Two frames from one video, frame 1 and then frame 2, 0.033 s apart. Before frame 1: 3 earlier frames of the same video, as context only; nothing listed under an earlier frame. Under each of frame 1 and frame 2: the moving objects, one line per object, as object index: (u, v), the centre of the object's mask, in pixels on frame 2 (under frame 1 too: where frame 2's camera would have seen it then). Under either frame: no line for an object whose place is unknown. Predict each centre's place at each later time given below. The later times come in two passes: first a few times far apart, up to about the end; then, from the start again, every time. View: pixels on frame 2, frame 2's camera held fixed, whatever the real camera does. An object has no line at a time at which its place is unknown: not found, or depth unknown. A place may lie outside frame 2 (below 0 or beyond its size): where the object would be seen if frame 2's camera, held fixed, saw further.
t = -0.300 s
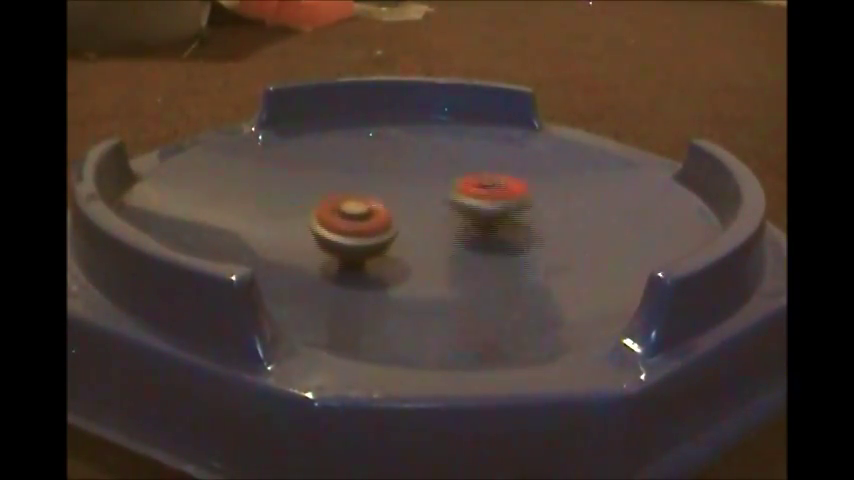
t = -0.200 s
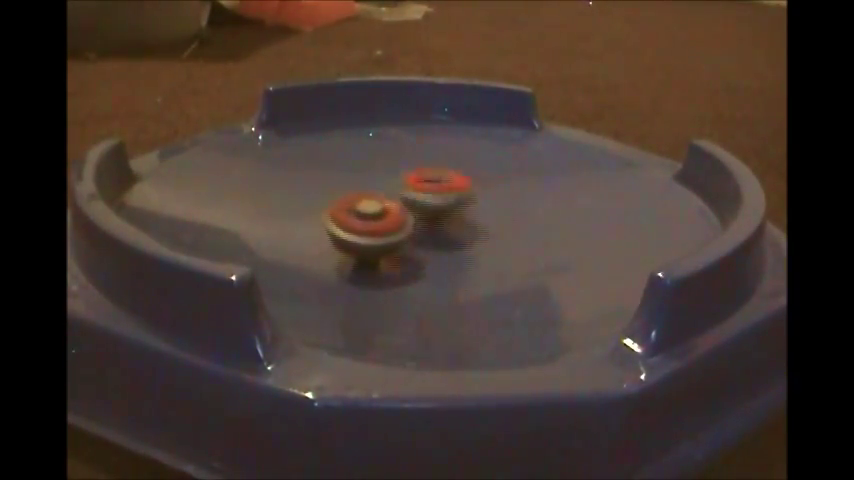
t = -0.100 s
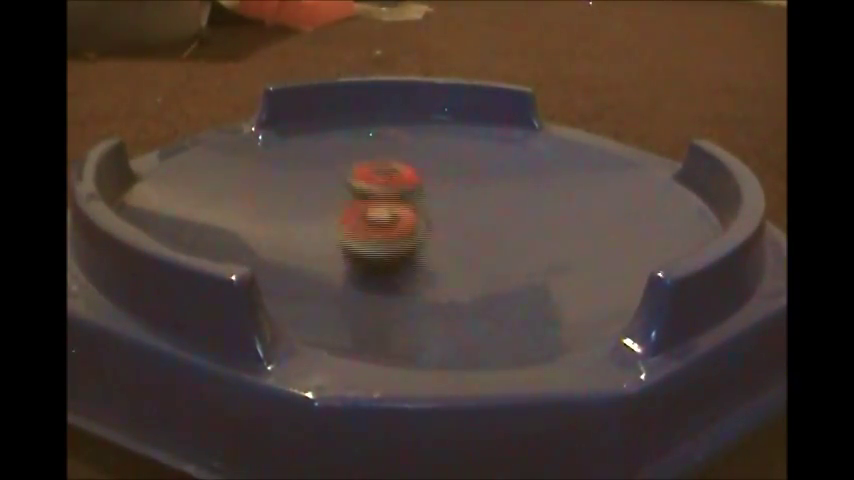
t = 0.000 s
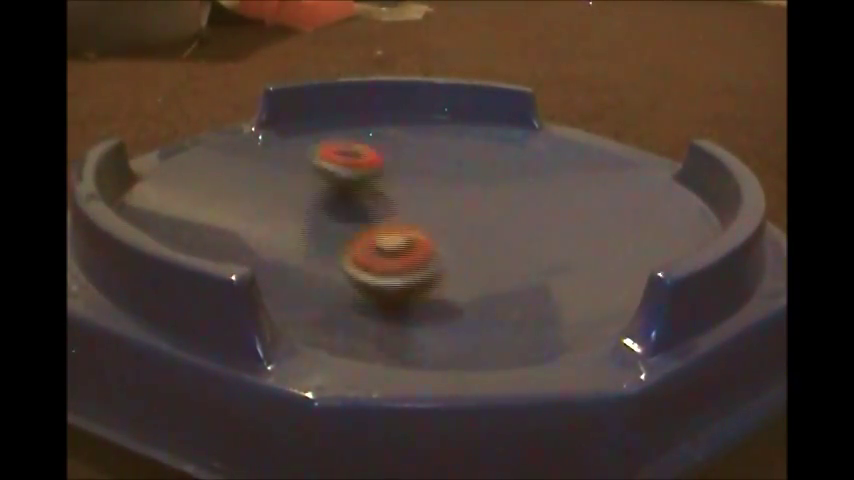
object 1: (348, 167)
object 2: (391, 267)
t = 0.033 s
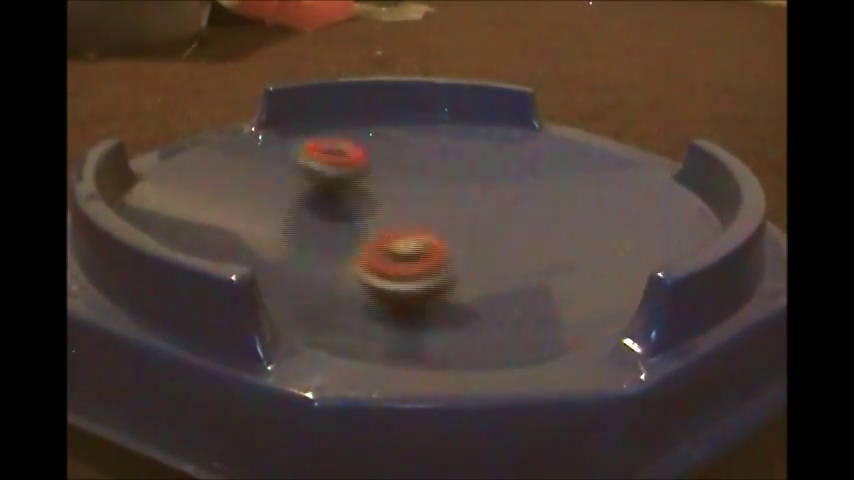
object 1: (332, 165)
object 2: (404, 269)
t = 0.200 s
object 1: (258, 174)
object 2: (505, 276)
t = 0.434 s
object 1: (310, 233)
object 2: (579, 249)
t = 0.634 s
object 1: (448, 241)
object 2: (586, 231)
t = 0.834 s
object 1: (493, 213)
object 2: (644, 209)
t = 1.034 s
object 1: (525, 180)
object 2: (626, 192)
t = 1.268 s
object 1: (461, 170)
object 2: (574, 192)
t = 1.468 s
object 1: (446, 209)
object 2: (527, 196)
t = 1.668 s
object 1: (493, 250)
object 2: (475, 198)
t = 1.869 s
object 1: (590, 242)
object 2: (432, 205)
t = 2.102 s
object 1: (546, 216)
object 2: (387, 204)
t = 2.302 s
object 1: (440, 223)
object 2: (357, 203)
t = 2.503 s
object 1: (350, 245)
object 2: (325, 188)
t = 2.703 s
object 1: (341, 266)
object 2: (315, 186)
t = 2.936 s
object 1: (442, 264)
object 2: (319, 185)
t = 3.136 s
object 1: (431, 221)
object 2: (338, 188)
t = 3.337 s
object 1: (439, 192)
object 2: (345, 186)
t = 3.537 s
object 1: (420, 165)
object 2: (372, 196)
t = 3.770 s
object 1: (360, 178)
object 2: (400, 213)
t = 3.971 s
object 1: (363, 170)
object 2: (536, 276)
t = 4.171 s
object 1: (363, 185)
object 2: (653, 232)
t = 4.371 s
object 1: (445, 202)
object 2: (587, 222)
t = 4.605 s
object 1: (494, 191)
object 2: (581, 231)
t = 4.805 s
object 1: (480, 182)
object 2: (556, 231)
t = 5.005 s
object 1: (460, 199)
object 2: (518, 231)
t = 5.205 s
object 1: (435, 193)
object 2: (512, 253)
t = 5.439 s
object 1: (385, 185)
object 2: (494, 252)
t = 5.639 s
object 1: (367, 200)
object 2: (471, 245)
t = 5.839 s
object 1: (387, 214)
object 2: (466, 239)
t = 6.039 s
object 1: (407, 210)
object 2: (513, 242)
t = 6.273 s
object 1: (441, 201)
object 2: (523, 237)
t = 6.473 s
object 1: (464, 192)
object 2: (523, 235)
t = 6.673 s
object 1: (451, 187)
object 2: (519, 233)
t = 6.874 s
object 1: (448, 197)
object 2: (507, 232)
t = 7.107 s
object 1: (425, 186)
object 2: (534, 249)
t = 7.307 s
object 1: (397, 186)
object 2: (529, 248)
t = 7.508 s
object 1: (399, 200)
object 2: (514, 247)
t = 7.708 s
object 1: (425, 212)
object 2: (504, 244)
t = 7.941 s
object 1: (441, 206)
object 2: (518, 247)
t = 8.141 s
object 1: (435, 190)
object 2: (529, 246)
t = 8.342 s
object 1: (419, 183)
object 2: (526, 241)
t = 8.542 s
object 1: (412, 190)
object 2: (517, 237)
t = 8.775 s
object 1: (436, 203)
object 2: (508, 233)
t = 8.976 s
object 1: (440, 200)
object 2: (539, 240)
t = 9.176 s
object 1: (457, 204)
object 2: (541, 239)
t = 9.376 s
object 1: (471, 205)
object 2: (539, 239)
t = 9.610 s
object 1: (456, 191)
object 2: (537, 242)
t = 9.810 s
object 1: (437, 189)
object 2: (520, 239)
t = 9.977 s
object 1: (430, 195)
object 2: (499, 234)
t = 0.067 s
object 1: (316, 164)
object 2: (423, 277)
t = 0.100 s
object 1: (298, 164)
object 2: (445, 280)
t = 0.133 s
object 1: (282, 166)
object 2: (466, 277)
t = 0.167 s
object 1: (268, 170)
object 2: (486, 277)
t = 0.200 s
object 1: (258, 174)
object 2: (505, 276)
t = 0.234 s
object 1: (251, 179)
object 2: (521, 273)
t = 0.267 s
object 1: (249, 189)
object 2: (533, 268)
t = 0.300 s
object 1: (252, 197)
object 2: (547, 265)
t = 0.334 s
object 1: (260, 206)
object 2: (558, 261)
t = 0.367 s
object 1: (272, 215)
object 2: (567, 258)
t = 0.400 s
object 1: (291, 226)
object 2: (575, 253)
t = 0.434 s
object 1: (310, 233)
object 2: (579, 249)
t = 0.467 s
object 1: (334, 240)
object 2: (582, 246)
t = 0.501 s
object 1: (358, 244)
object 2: (585, 243)
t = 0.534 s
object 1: (383, 245)
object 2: (587, 240)
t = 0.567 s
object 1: (402, 242)
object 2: (588, 238)
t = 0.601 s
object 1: (424, 245)
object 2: (588, 234)
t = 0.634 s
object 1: (448, 241)
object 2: (586, 231)
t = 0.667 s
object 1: (467, 239)
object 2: (585, 229)
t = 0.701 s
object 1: (488, 235)
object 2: (584, 227)
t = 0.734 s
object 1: (494, 230)
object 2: (597, 220)
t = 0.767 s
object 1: (490, 224)
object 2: (619, 218)
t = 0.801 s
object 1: (489, 217)
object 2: (635, 215)
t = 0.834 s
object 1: (493, 213)
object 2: (644, 209)
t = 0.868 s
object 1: (500, 205)
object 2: (645, 204)
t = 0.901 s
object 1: (510, 200)
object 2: (644, 201)
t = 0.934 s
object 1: (518, 195)
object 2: (640, 198)
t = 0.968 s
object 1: (523, 189)
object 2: (636, 196)
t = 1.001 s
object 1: (525, 185)
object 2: (631, 194)
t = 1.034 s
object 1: (525, 180)
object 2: (626, 192)
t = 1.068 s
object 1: (522, 175)
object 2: (619, 192)
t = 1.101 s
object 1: (516, 171)
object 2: (611, 192)
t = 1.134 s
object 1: (508, 169)
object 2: (603, 192)
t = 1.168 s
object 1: (497, 164)
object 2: (596, 191)
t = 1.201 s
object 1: (486, 166)
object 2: (588, 191)
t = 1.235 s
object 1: (473, 166)
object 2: (581, 191)
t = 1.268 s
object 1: (461, 170)
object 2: (574, 192)
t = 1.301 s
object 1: (449, 178)
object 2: (566, 192)
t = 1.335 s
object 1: (441, 182)
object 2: (558, 193)
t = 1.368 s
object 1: (438, 189)
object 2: (551, 194)
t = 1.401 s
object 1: (438, 195)
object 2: (543, 194)
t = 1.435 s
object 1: (441, 200)
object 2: (534, 195)
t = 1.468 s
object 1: (446, 209)
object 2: (527, 196)
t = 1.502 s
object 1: (453, 220)
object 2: (520, 197)
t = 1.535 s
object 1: (458, 226)
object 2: (515, 196)
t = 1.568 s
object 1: (464, 234)
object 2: (507, 192)
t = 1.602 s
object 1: (473, 239)
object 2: (495, 192)
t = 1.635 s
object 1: (483, 245)
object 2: (485, 193)
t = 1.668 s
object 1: (493, 250)
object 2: (475, 198)
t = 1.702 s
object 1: (509, 252)
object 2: (467, 203)
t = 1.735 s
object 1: (525, 254)
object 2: (461, 207)
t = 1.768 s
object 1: (541, 255)
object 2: (455, 203)
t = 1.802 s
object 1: (561, 255)
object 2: (447, 205)
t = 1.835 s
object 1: (577, 250)
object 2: (440, 204)
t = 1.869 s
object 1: (590, 242)
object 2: (432, 205)
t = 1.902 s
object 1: (598, 237)
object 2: (424, 204)
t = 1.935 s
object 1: (600, 230)
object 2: (418, 205)
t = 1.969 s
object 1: (596, 224)
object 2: (411, 205)
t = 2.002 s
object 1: (587, 220)
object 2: (405, 205)
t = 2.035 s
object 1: (577, 217)
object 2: (399, 205)
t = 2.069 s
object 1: (562, 217)
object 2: (392, 204)
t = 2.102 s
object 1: (546, 216)
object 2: (387, 204)
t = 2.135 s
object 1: (528, 214)
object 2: (382, 204)
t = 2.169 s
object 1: (508, 216)
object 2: (376, 203)
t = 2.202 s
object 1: (491, 218)
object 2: (371, 203)
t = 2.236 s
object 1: (474, 218)
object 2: (366, 203)
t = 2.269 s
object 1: (456, 221)
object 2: (362, 202)
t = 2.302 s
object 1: (440, 223)
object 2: (357, 203)
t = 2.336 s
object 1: (422, 234)
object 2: (351, 201)
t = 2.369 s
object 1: (404, 231)
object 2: (345, 198)
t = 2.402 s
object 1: (392, 236)
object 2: (340, 195)
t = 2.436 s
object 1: (380, 238)
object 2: (334, 191)
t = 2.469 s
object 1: (363, 241)
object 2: (329, 189)
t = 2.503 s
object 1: (350, 245)
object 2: (325, 188)
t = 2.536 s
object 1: (338, 247)
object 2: (321, 186)
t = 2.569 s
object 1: (331, 251)
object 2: (319, 186)
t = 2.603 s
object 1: (327, 255)
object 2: (318, 186)
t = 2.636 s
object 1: (328, 259)
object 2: (317, 186)
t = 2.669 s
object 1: (332, 261)
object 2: (315, 187)
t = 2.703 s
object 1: (341, 266)
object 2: (315, 186)
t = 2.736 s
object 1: (352, 269)
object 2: (315, 185)
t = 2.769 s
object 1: (369, 271)
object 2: (315, 185)
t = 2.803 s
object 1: (385, 272)
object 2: (315, 185)
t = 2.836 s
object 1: (403, 274)
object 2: (316, 185)
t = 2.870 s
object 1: (419, 272)
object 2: (316, 185)
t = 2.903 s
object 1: (432, 268)
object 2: (317, 185)
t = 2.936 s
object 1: (442, 264)
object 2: (319, 185)
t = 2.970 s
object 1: (448, 259)
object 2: (321, 186)
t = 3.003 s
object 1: (448, 250)
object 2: (324, 186)
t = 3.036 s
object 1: (446, 242)
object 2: (326, 186)
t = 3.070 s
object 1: (441, 235)
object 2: (330, 187)
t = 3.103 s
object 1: (437, 227)
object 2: (334, 187)
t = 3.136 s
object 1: (431, 221)
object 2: (338, 188)
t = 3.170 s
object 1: (425, 213)
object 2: (342, 188)
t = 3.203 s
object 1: (423, 208)
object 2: (344, 189)
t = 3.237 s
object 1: (430, 204)
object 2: (341, 186)
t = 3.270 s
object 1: (435, 200)
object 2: (340, 185)
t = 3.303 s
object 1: (437, 196)
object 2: (342, 186)
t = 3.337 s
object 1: (439, 192)
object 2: (345, 186)
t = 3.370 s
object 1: (440, 187)
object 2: (349, 187)
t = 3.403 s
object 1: (439, 181)
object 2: (353, 188)
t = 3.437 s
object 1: (437, 179)
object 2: (357, 189)
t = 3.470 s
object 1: (433, 176)
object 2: (363, 191)
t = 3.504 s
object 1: (427, 171)
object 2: (369, 195)
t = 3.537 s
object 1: (420, 165)
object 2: (372, 196)
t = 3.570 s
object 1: (411, 161)
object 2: (375, 198)
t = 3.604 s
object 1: (402, 157)
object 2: (380, 201)
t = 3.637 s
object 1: (389, 157)
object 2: (383, 203)
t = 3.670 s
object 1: (379, 158)
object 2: (387, 206)
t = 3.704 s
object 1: (371, 163)
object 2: (391, 207)
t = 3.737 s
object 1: (363, 170)
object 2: (395, 210)
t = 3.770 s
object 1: (360, 178)
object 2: (400, 213)
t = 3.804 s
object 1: (361, 183)
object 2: (406, 218)
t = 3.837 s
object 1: (366, 186)
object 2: (411, 219)
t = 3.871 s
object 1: (370, 185)
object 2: (429, 234)
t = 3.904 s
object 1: (367, 176)
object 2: (460, 257)
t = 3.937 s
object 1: (365, 171)
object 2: (491, 269)
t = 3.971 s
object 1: (363, 170)
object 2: (536, 276)
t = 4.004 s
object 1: (359, 169)
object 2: (580, 271)
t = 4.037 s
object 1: (355, 170)
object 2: (623, 258)
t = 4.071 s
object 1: (353, 173)
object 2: (641, 243)
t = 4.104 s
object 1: (352, 178)
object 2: (651, 241)
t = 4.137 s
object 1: (356, 183)
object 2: (655, 235)
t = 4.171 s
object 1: (363, 185)
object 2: (653, 232)
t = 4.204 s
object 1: (375, 188)
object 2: (646, 228)
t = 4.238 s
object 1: (388, 193)
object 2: (635, 227)
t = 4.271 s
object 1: (401, 195)
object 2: (622, 225)
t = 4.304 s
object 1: (415, 198)
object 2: (609, 222)
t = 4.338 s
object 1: (429, 201)
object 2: (597, 222)
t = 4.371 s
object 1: (445, 202)
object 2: (587, 222)
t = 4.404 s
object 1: (460, 205)
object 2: (578, 221)
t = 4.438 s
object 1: (475, 206)
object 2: (569, 221)
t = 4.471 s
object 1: (487, 205)
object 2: (564, 222)
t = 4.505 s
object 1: (487, 199)
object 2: (578, 224)
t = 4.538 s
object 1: (488, 194)
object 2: (585, 227)
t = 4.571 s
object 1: (491, 193)
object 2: (585, 230)
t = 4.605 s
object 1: (494, 191)
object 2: (581, 231)
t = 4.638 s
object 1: (497, 189)
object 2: (576, 232)
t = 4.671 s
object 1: (498, 187)
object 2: (573, 232)
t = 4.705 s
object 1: (496, 185)
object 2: (569, 231)
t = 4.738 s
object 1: (491, 181)
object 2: (565, 231)
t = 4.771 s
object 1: (486, 180)
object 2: (561, 232)
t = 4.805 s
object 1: (480, 182)
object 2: (556, 231)
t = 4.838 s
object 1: (473, 183)
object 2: (550, 231)
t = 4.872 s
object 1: (468, 187)
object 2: (544, 231)
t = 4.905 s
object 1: (464, 192)
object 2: (537, 231)
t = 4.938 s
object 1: (462, 195)
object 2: (530, 231)
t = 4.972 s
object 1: (462, 198)
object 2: (522, 231)
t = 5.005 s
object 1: (460, 199)
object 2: (518, 231)
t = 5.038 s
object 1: (458, 200)
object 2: (515, 234)
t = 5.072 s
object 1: (457, 201)
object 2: (509, 237)
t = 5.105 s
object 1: (454, 201)
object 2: (507, 239)
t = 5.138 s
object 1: (447, 200)
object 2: (513, 245)
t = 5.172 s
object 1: (441, 194)
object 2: (514, 251)
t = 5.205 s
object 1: (435, 193)
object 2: (512, 253)
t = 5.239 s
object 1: (429, 191)
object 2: (509, 253)
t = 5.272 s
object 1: (422, 187)
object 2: (506, 253)
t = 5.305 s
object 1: (416, 187)
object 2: (504, 253)
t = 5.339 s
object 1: (407, 186)
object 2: (501, 252)
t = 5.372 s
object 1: (400, 185)
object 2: (500, 253)
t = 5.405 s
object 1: (392, 186)
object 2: (497, 252)
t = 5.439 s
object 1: (385, 185)
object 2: (494, 252)
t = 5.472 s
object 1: (378, 187)
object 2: (491, 251)
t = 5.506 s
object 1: (373, 189)
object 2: (488, 251)
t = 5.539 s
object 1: (369, 191)
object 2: (484, 250)
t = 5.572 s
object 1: (367, 194)
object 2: (479, 248)
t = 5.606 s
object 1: (366, 197)
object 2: (476, 247)
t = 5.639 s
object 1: (367, 200)
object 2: (471, 245)
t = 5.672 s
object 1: (370, 204)
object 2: (468, 243)
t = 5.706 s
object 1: (373, 207)
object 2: (464, 242)
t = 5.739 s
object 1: (378, 211)
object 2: (460, 239)
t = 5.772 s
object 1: (381, 212)
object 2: (461, 239)
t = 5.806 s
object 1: (384, 213)
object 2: (465, 239)
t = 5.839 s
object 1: (387, 214)
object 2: (466, 239)
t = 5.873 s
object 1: (389, 213)
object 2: (478, 241)
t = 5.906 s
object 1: (390, 212)
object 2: (491, 244)
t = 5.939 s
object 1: (392, 212)
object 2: (500, 245)
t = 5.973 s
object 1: (397, 211)
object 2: (506, 244)
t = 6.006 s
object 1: (402, 210)
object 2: (509, 243)
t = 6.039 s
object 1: (407, 210)
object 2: (513, 242)
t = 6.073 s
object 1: (412, 208)
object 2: (516, 242)
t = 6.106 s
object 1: (416, 207)
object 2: (518, 241)
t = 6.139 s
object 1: (422, 206)
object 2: (520, 240)
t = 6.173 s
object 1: (427, 205)
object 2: (521, 239)
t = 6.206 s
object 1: (431, 204)
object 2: (521, 239)
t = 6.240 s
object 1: (436, 203)
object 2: (523, 238)
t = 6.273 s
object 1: (441, 201)
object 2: (523, 237)
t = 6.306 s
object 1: (445, 200)
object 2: (523, 237)
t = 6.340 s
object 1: (450, 199)
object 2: (524, 237)
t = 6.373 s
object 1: (454, 198)
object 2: (524, 236)
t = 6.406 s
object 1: (458, 197)
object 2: (523, 236)
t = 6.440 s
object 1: (459, 197)
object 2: (523, 235)
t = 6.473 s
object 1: (464, 192)
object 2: (523, 235)
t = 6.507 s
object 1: (465, 191)
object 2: (523, 234)
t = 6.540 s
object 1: (464, 192)
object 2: (522, 235)
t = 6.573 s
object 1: (461, 190)
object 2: (522, 234)
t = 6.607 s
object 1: (459, 189)
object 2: (521, 233)
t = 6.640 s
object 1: (455, 189)
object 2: (520, 233)
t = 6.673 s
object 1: (451, 187)
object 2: (519, 233)
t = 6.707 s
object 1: (447, 187)
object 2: (518, 233)
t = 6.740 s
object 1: (444, 188)
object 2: (516, 233)
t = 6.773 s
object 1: (443, 190)
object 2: (514, 233)
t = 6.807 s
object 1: (444, 193)
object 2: (512, 233)
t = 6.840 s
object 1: (445, 195)
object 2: (510, 232)
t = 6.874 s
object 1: (448, 197)
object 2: (507, 232)
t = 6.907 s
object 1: (448, 198)
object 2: (504, 233)
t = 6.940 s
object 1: (446, 198)
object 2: (512, 239)
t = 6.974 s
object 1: (441, 194)
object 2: (524, 246)
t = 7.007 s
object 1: (438, 190)
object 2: (529, 249)
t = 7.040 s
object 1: (434, 189)
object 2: (533, 250)
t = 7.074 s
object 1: (429, 187)
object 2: (534, 250)
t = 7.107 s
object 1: (425, 186)
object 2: (534, 249)
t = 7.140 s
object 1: (419, 185)
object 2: (534, 249)
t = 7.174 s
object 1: (415, 183)
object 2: (533, 249)
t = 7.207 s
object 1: (409, 184)
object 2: (532, 249)
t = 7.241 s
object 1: (404, 184)
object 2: (532, 248)
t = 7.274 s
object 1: (400, 184)
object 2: (530, 248)
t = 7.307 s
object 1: (397, 186)
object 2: (529, 248)
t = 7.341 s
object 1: (395, 188)
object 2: (527, 248)
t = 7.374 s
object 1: (394, 189)
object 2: (524, 249)
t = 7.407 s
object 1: (394, 192)
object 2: (522, 248)
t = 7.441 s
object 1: (394, 194)
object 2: (520, 248)
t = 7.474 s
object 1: (396, 197)
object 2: (517, 248)
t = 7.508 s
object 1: (399, 200)
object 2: (514, 247)
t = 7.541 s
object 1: (403, 203)
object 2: (511, 245)
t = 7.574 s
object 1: (408, 205)
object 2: (507, 245)
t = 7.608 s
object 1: (413, 208)
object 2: (503, 244)
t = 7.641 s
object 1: (419, 211)
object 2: (499, 243)
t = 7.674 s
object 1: (423, 213)
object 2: (498, 243)
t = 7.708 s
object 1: (425, 212)
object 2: (504, 244)
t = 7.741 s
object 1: (427, 212)
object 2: (507, 245)
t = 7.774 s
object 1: (431, 212)
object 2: (507, 245)
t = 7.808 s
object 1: (434, 211)
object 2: (506, 244)
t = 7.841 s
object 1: (436, 211)
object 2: (505, 243)
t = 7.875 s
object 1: (440, 211)
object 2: (505, 243)
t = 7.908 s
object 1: (441, 209)
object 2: (511, 245)
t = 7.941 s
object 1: (441, 206)
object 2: (518, 247)
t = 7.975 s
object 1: (440, 202)
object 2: (523, 249)
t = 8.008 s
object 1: (439, 199)
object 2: (525, 249)
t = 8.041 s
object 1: (438, 197)
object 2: (526, 248)
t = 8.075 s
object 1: (437, 195)
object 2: (527, 247)
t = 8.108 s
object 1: (436, 191)
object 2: (528, 246)
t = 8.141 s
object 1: (435, 190)
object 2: (529, 246)
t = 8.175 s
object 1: (433, 188)
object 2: (528, 245)
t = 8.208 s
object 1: (431, 186)
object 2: (528, 244)
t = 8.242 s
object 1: (429, 185)
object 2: (528, 244)
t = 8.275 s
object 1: (426, 184)
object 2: (527, 243)
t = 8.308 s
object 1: (423, 183)
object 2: (527, 242)
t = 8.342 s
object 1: (419, 183)
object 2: (526, 241)
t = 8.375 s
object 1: (415, 183)
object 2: (525, 240)
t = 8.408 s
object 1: (413, 184)
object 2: (524, 239)
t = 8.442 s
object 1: (412, 185)
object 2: (522, 239)
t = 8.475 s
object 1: (411, 186)
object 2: (521, 238)
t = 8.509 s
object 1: (411, 188)
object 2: (519, 237)
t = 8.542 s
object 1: (412, 190)
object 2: (517, 237)
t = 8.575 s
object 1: (414, 192)
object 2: (515, 236)
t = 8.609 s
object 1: (417, 195)
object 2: (514, 235)
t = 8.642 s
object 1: (420, 196)
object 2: (512, 234)
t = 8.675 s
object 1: (424, 198)
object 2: (510, 233)
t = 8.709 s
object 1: (428, 200)
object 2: (508, 233)
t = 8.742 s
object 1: (433, 203)
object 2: (507, 232)
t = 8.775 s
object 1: (436, 203)
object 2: (508, 233)
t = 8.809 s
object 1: (433, 202)
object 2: (521, 236)
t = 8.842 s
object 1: (432, 200)
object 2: (532, 239)
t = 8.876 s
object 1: (434, 200)
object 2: (536, 241)
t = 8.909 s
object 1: (435, 199)
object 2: (537, 242)
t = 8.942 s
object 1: (438, 200)
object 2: (538, 241)
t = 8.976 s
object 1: (440, 200)
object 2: (539, 240)
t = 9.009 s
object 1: (443, 199)
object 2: (540, 240)
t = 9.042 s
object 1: (446, 201)
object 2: (540, 239)
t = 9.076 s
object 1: (448, 202)
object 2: (541, 239)
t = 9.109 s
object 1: (452, 203)
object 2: (541, 239)
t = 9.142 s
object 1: (455, 203)
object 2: (541, 238)
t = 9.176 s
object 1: (457, 204)
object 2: (541, 239)
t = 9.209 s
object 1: (460, 205)
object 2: (539, 237)
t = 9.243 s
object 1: (463, 206)
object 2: (539, 237)
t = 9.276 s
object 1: (465, 206)
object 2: (537, 237)
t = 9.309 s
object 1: (468, 206)
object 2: (536, 236)
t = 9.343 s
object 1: (470, 206)
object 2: (534, 237)
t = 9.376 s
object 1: (471, 205)
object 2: (539, 239)
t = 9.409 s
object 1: (468, 202)
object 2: (542, 241)
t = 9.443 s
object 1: (467, 200)
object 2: (542, 242)
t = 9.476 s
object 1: (465, 198)
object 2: (542, 241)
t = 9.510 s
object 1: (463, 196)
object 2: (541, 242)
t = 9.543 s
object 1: (461, 195)
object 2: (540, 242)
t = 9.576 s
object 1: (458, 193)
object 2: (538, 242)
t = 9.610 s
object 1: (456, 191)
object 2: (537, 242)
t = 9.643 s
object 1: (452, 190)
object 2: (535, 241)
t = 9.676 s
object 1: (449, 189)
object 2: (533, 241)
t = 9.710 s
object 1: (445, 189)
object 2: (530, 240)
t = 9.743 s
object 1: (442, 188)
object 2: (527, 240)
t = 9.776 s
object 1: (439, 189)
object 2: (524, 239)
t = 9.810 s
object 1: (437, 189)
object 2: (520, 239)
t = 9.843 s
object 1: (435, 190)
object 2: (516, 238)
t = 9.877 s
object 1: (434, 191)
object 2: (512, 237)
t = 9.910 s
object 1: (432, 192)
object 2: (507, 237)
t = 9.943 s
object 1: (431, 193)
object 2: (503, 236)
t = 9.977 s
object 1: (430, 195)
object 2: (499, 234)
